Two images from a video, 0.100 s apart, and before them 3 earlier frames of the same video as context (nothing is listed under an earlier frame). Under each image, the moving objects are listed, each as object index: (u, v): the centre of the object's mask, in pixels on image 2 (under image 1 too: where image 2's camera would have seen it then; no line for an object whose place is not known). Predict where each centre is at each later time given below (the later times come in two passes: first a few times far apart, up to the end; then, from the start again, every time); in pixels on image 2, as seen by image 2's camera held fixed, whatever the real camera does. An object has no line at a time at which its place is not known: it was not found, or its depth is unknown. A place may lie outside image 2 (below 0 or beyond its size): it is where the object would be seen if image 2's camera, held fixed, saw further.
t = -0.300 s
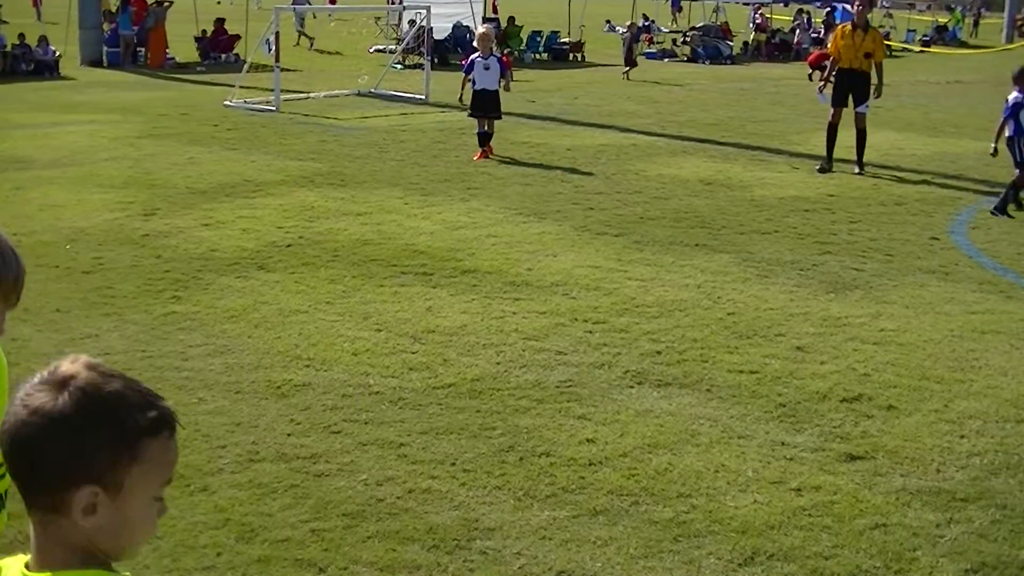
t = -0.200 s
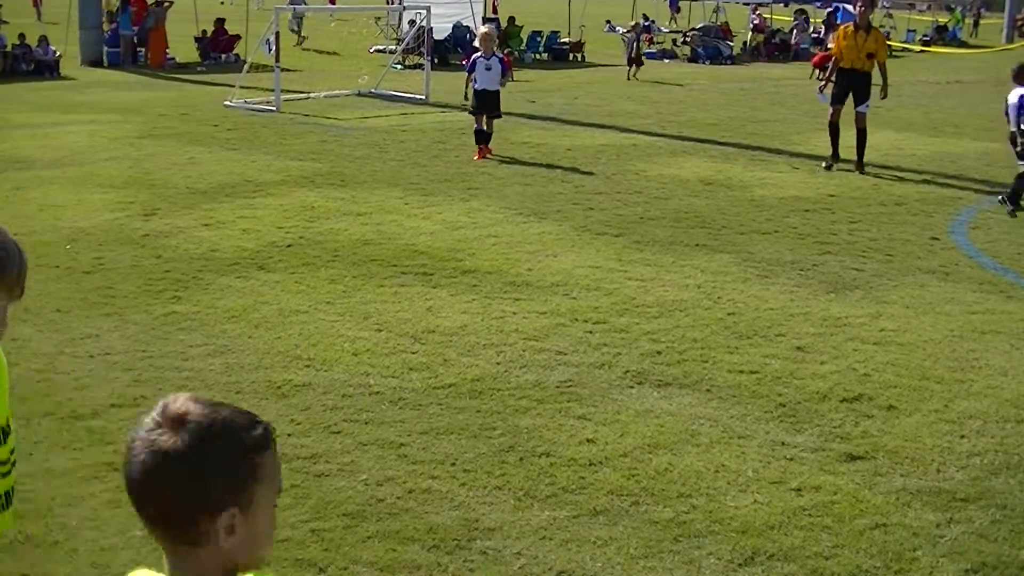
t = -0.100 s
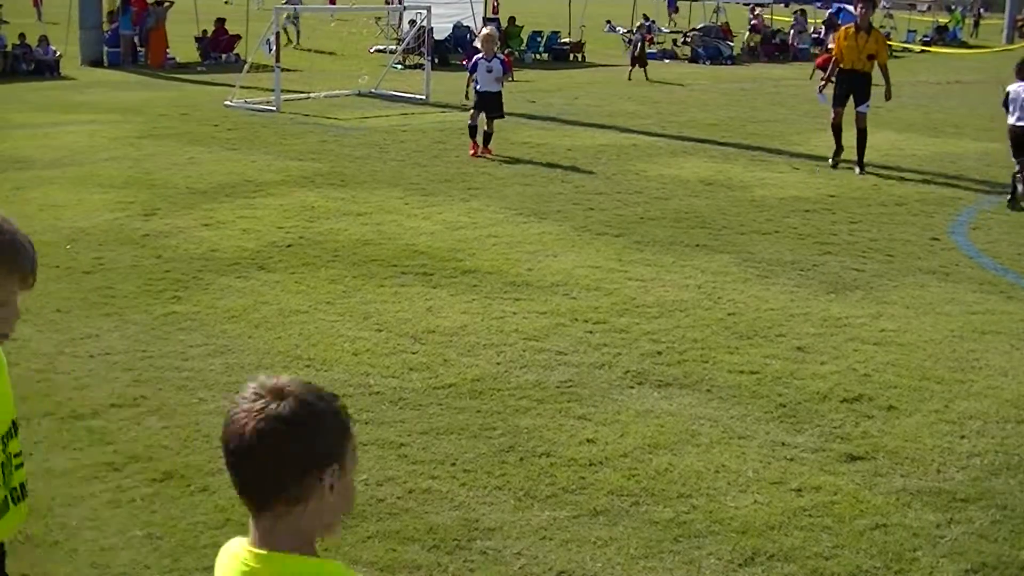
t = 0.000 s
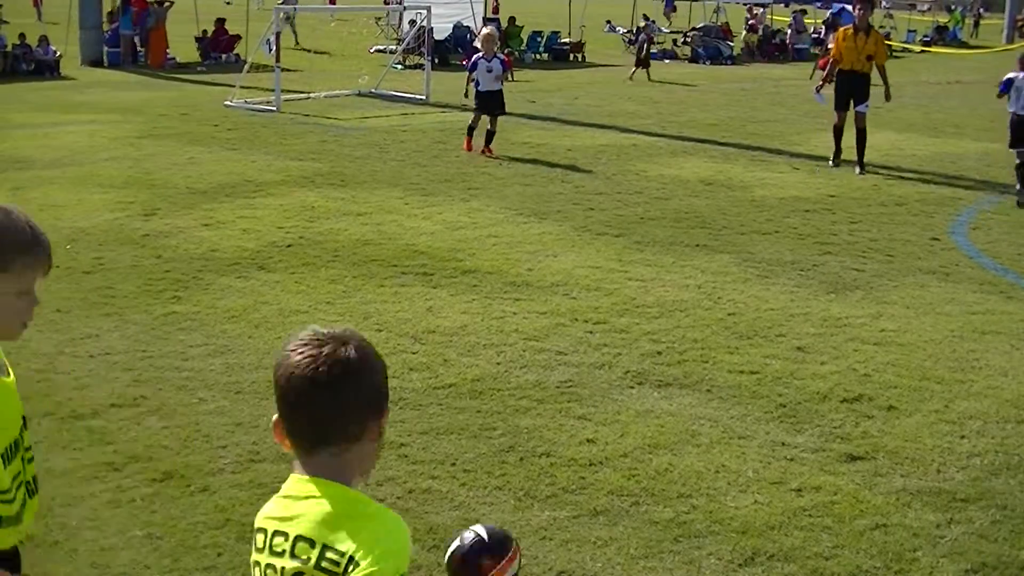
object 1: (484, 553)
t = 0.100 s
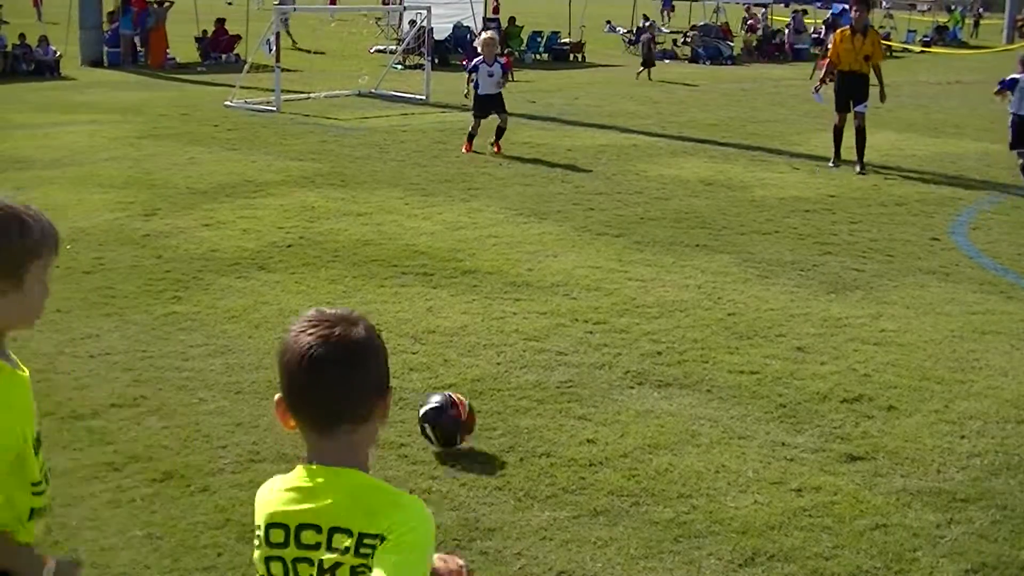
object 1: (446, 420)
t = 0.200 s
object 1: (424, 339)
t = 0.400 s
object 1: (396, 249)
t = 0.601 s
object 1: (376, 206)
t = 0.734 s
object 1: (363, 182)
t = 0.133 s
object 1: (438, 387)
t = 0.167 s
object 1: (431, 360)
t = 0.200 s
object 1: (424, 339)
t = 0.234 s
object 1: (419, 323)
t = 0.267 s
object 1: (414, 304)
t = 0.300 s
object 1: (409, 286)
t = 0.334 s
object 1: (404, 270)
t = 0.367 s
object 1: (400, 259)
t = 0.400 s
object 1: (396, 249)
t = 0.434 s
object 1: (393, 244)
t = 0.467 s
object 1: (389, 235)
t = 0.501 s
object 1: (385, 225)
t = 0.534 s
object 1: (382, 216)
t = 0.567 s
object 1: (379, 211)
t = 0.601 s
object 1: (376, 206)
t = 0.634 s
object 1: (372, 202)
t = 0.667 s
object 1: (368, 193)
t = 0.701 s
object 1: (366, 187)
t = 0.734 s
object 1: (363, 182)
